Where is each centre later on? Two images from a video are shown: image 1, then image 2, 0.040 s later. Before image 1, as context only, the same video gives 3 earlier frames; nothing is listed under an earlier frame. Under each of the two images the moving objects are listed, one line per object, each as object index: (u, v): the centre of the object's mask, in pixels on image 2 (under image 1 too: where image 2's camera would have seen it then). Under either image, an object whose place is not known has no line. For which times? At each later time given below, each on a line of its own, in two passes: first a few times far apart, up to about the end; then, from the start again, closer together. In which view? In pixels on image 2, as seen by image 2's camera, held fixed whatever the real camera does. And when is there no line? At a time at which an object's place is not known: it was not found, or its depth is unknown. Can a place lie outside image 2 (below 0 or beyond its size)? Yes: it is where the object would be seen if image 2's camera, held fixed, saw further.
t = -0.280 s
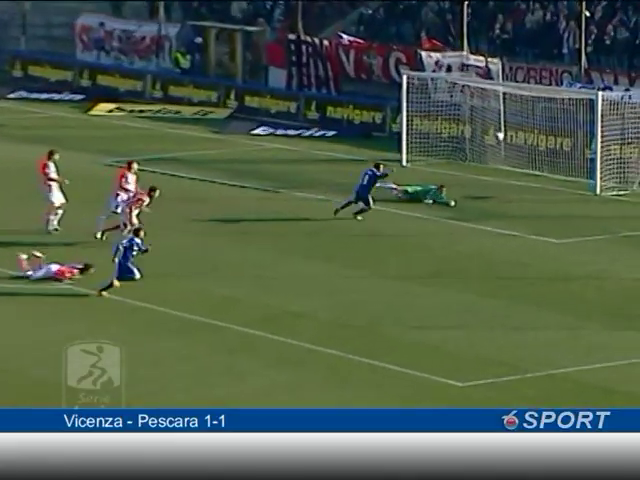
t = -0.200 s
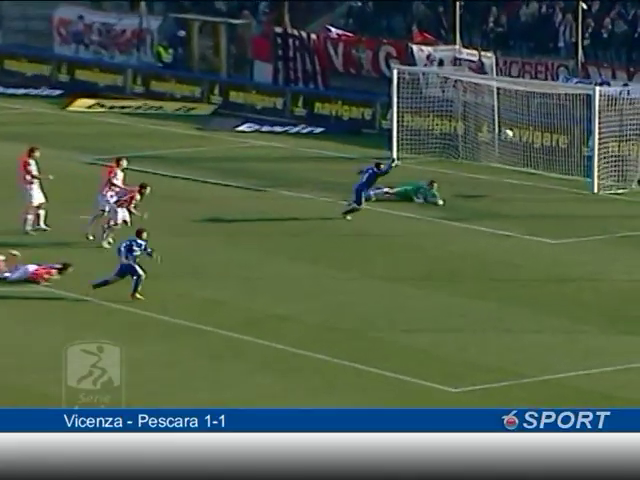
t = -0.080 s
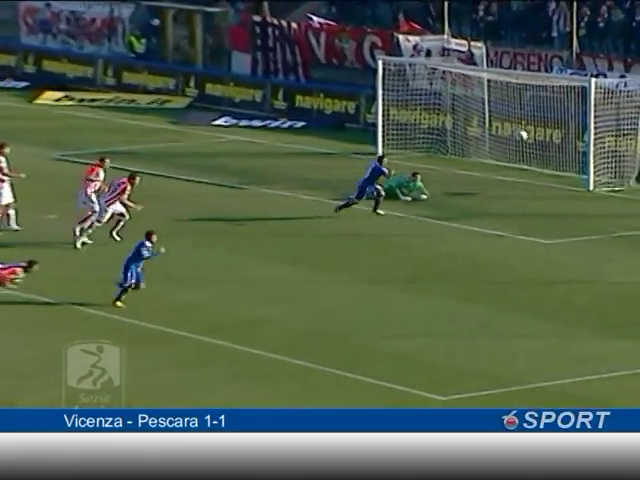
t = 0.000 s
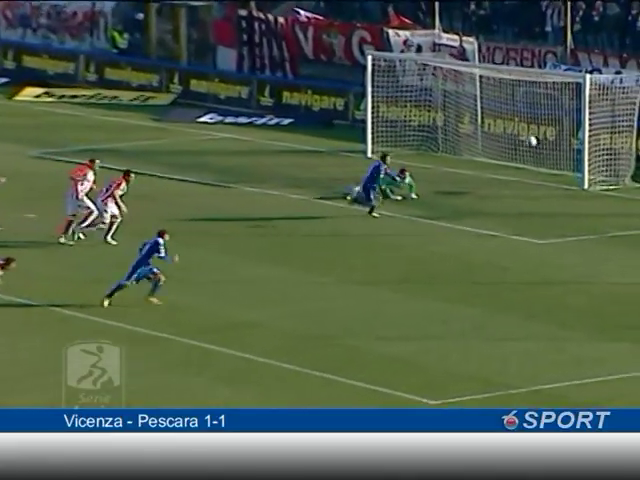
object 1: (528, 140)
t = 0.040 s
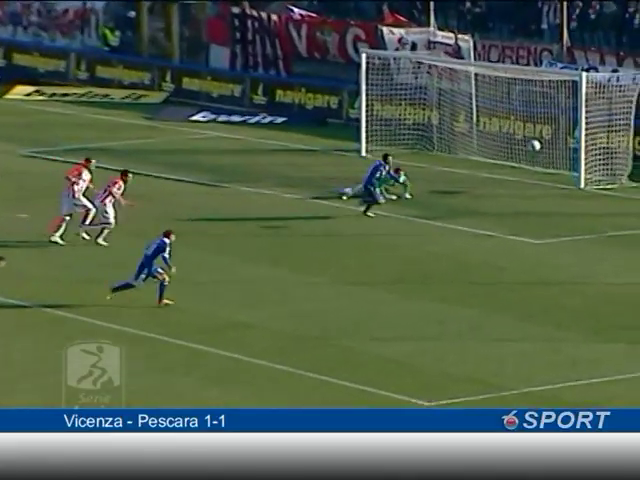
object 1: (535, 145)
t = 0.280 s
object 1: (584, 195)
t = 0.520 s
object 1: (629, 216)
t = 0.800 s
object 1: (684, 196)
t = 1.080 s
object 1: (739, 217)
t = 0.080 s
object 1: (544, 151)
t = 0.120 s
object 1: (554, 158)
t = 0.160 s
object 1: (559, 167)
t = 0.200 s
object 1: (567, 176)
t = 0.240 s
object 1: (576, 185)
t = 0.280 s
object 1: (584, 195)
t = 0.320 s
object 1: (591, 207)
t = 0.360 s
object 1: (598, 219)
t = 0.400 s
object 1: (606, 230)
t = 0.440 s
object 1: (613, 229)
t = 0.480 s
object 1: (621, 221)
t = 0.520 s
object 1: (629, 216)
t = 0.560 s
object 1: (637, 211)
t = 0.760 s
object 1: (676, 196)
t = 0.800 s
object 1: (684, 196)
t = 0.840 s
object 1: (692, 196)
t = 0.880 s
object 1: (699, 197)
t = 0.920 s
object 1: (707, 200)
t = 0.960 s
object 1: (715, 202)
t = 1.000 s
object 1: (723, 206)
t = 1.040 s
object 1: (732, 212)
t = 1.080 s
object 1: (739, 217)
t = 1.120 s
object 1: (746, 223)
